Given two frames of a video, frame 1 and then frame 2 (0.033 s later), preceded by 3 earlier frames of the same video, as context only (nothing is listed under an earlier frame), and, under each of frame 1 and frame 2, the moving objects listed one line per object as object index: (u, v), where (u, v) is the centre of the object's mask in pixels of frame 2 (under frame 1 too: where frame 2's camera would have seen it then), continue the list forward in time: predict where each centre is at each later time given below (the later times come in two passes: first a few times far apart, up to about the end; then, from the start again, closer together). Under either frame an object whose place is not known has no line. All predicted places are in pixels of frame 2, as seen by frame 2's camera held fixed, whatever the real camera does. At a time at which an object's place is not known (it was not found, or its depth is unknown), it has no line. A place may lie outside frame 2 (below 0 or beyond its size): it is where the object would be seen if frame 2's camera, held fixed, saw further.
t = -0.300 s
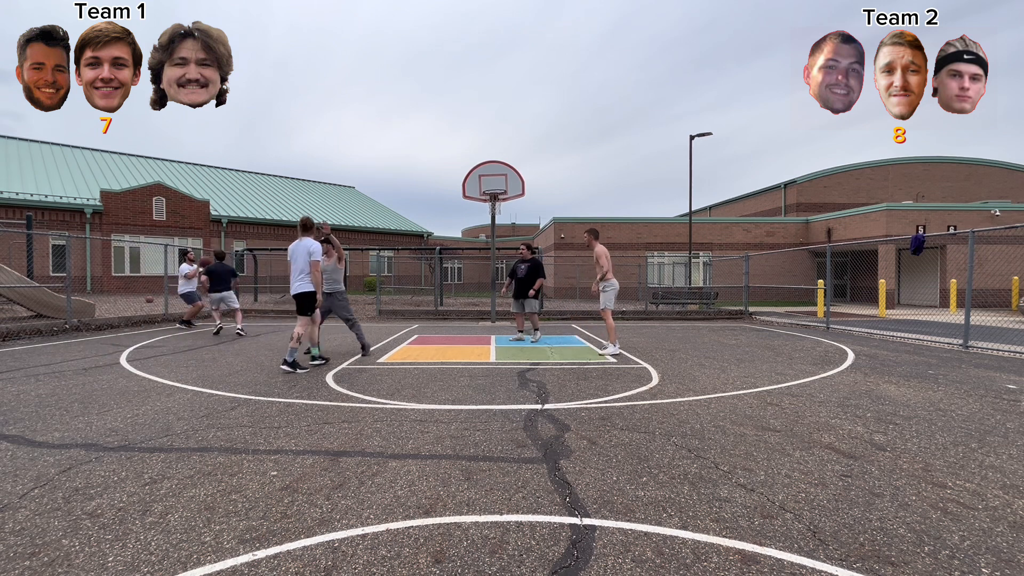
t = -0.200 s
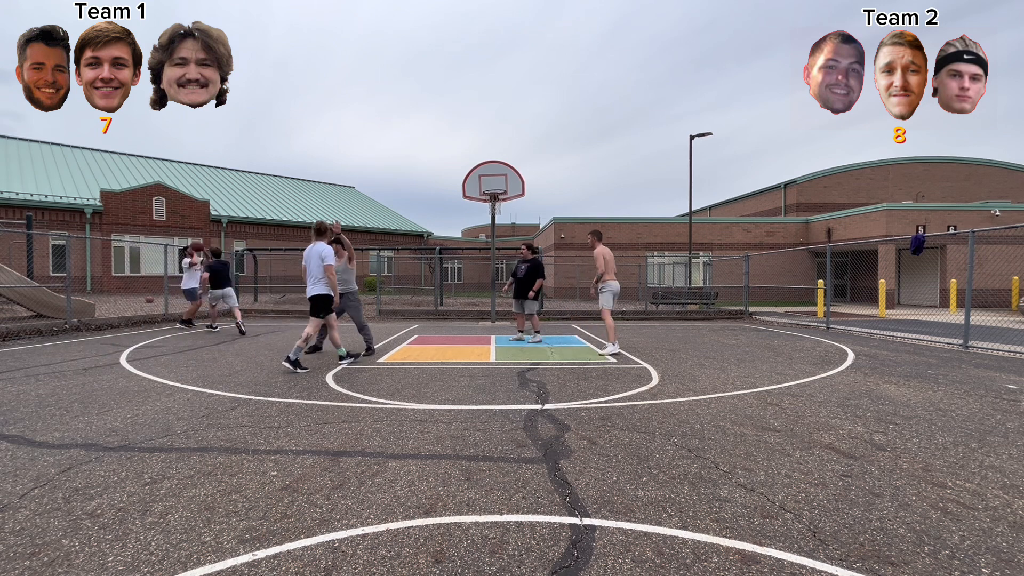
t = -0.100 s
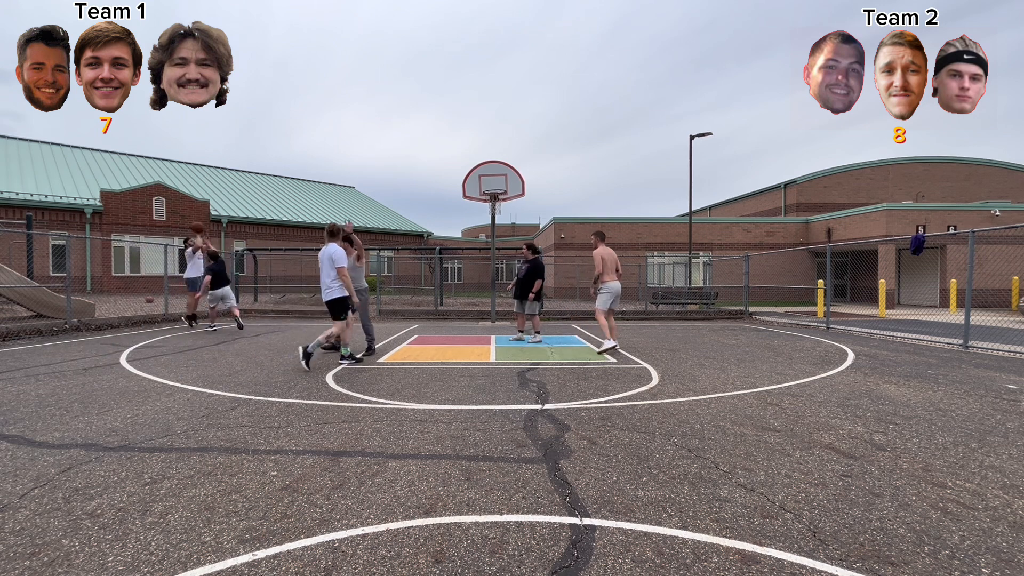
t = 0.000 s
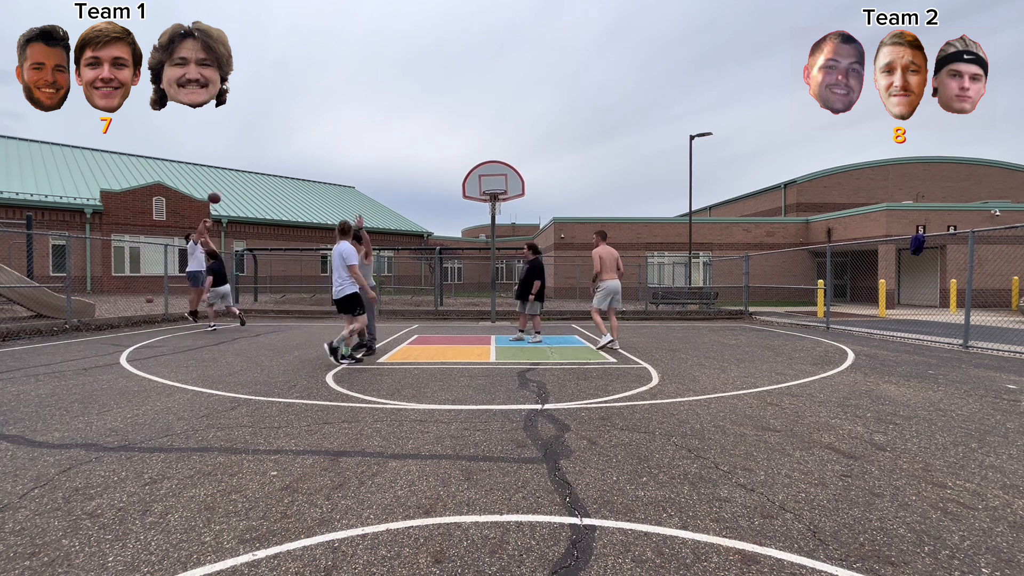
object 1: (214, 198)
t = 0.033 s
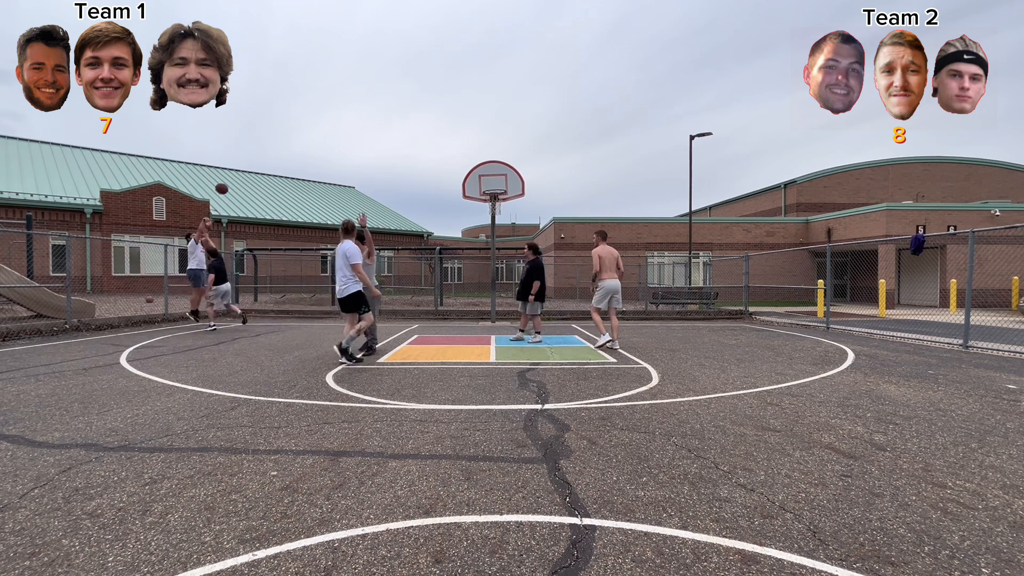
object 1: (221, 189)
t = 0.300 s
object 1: (282, 130)
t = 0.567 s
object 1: (340, 102)
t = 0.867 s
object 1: (406, 110)
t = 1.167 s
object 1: (471, 159)
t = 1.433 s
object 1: (497, 204)
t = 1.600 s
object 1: (491, 220)
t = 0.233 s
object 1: (266, 141)
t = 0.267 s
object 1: (274, 135)
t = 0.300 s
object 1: (282, 130)
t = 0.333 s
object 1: (289, 125)
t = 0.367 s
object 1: (296, 120)
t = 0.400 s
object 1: (304, 116)
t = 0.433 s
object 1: (311, 112)
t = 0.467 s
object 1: (318, 109)
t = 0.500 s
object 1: (326, 106)
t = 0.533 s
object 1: (333, 104)
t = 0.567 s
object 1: (340, 102)
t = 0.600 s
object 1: (348, 101)
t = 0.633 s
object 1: (355, 101)
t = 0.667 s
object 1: (362, 101)
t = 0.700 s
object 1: (369, 101)
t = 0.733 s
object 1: (377, 102)
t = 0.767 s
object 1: (384, 103)
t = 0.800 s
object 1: (391, 105)
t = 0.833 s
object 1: (398, 108)
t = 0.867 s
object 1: (406, 110)
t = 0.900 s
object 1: (413, 114)
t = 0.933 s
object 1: (420, 118)
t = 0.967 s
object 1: (428, 122)
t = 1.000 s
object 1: (435, 127)
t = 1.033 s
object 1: (442, 132)
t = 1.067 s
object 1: (449, 138)
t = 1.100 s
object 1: (457, 145)
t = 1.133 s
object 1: (464, 151)
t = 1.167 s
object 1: (471, 159)
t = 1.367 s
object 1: (499, 200)
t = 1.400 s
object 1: (498, 202)
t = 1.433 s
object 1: (497, 204)
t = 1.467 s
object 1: (496, 206)
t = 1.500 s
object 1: (495, 209)
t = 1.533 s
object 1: (494, 212)
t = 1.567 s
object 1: (493, 216)
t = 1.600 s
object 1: (491, 220)
